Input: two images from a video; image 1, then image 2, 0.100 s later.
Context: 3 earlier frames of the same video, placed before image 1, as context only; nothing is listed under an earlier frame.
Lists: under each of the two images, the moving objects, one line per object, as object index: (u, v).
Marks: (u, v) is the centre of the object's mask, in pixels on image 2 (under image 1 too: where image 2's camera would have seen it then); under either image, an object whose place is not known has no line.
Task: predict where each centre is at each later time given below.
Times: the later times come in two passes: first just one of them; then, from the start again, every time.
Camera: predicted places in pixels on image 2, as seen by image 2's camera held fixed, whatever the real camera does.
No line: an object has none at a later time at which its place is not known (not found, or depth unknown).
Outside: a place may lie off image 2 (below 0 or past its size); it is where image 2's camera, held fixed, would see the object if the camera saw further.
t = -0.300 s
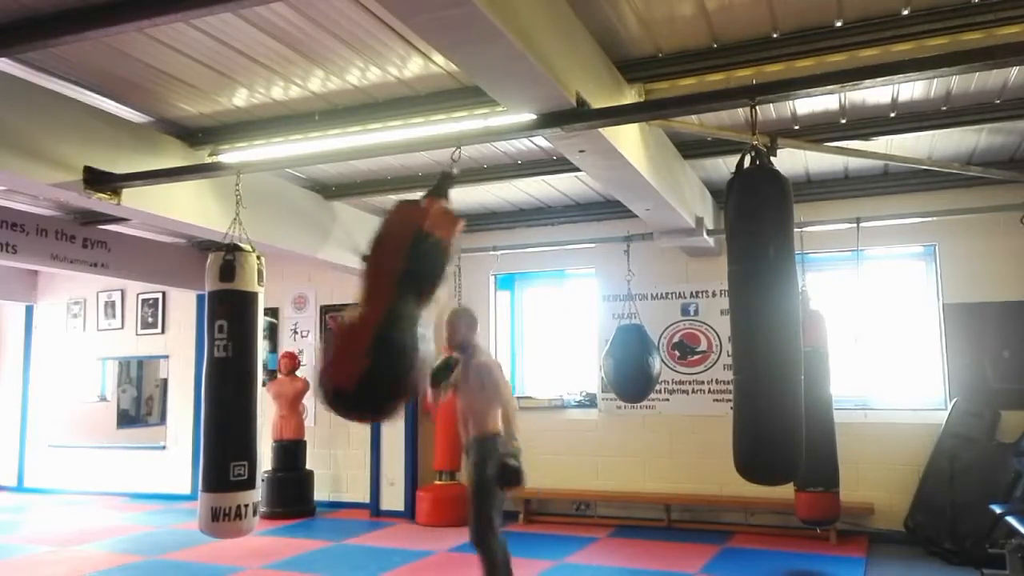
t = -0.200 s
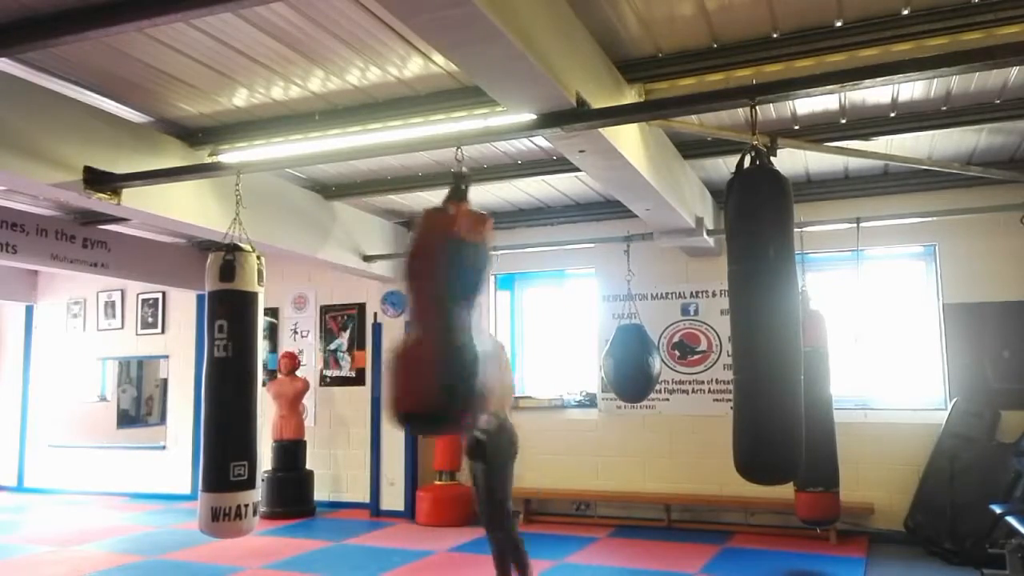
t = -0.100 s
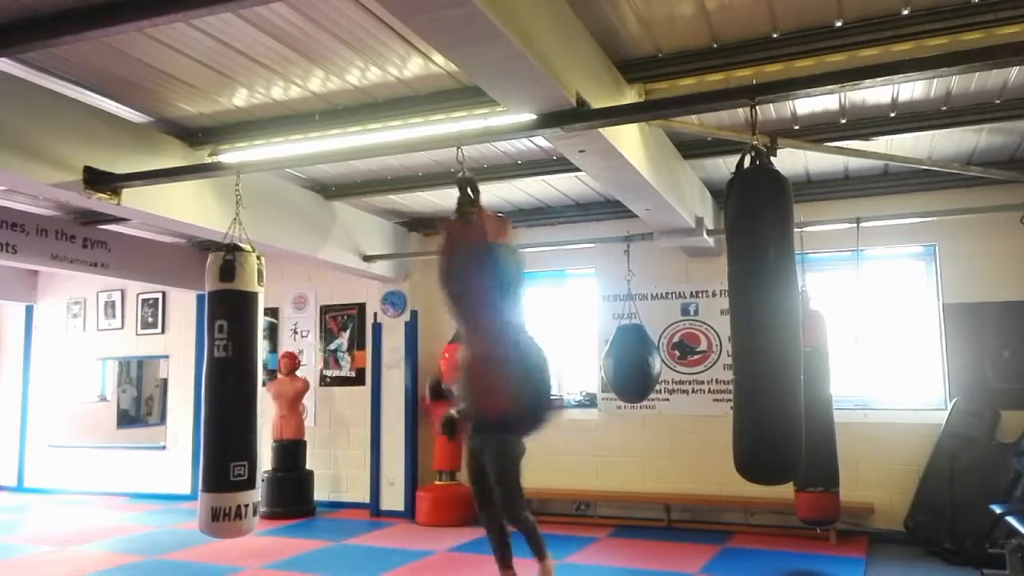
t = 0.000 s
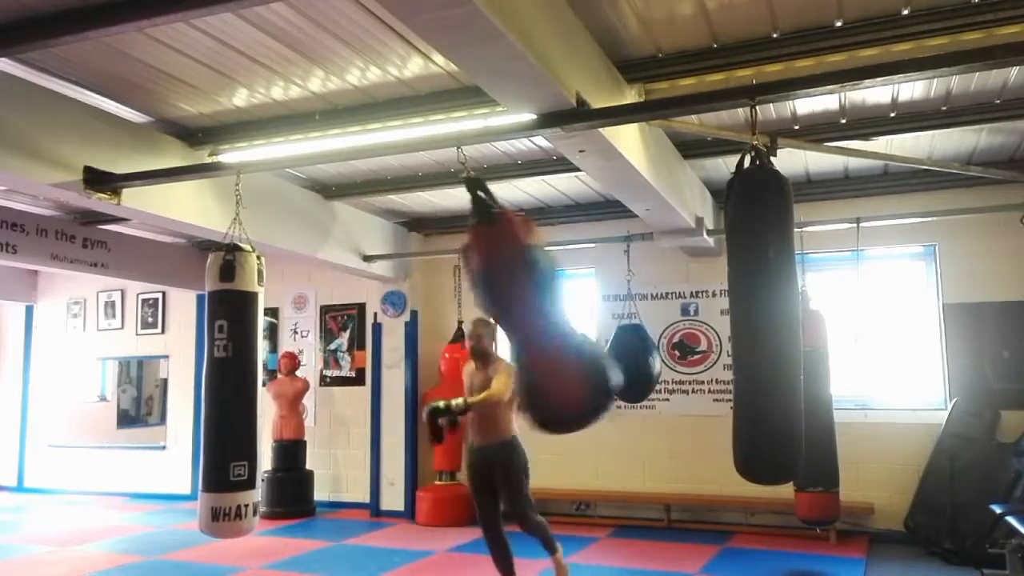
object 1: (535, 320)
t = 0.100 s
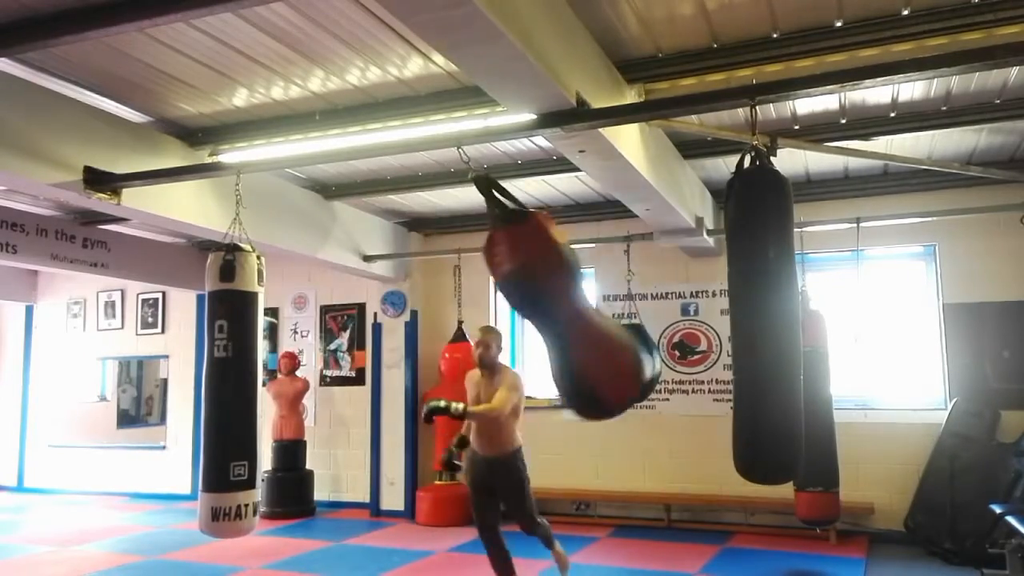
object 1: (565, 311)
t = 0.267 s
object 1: (575, 296)
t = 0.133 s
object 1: (568, 307)
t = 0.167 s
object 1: (570, 303)
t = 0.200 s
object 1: (574, 302)
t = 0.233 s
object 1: (574, 298)
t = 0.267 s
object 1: (575, 296)
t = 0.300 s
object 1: (576, 298)
